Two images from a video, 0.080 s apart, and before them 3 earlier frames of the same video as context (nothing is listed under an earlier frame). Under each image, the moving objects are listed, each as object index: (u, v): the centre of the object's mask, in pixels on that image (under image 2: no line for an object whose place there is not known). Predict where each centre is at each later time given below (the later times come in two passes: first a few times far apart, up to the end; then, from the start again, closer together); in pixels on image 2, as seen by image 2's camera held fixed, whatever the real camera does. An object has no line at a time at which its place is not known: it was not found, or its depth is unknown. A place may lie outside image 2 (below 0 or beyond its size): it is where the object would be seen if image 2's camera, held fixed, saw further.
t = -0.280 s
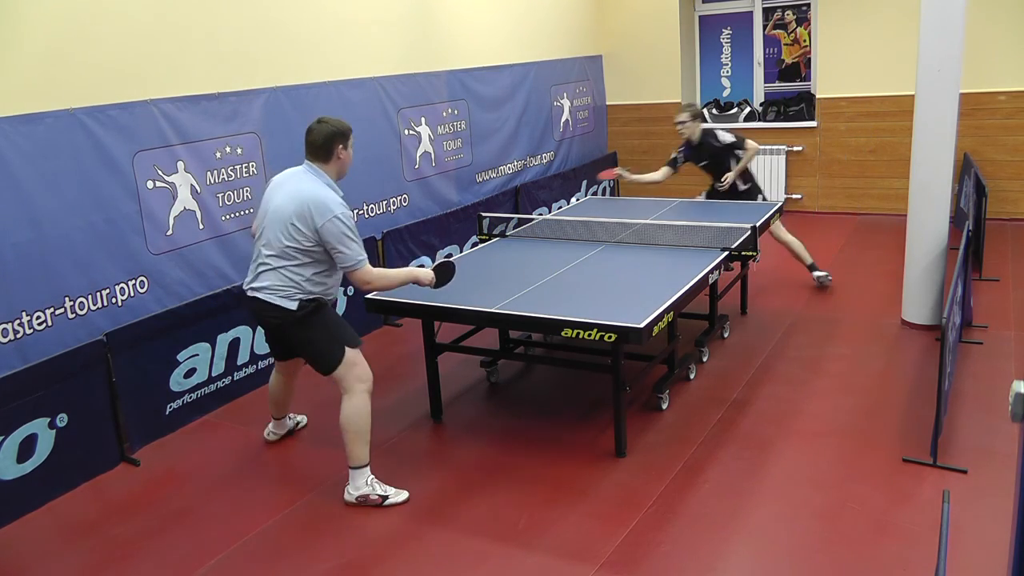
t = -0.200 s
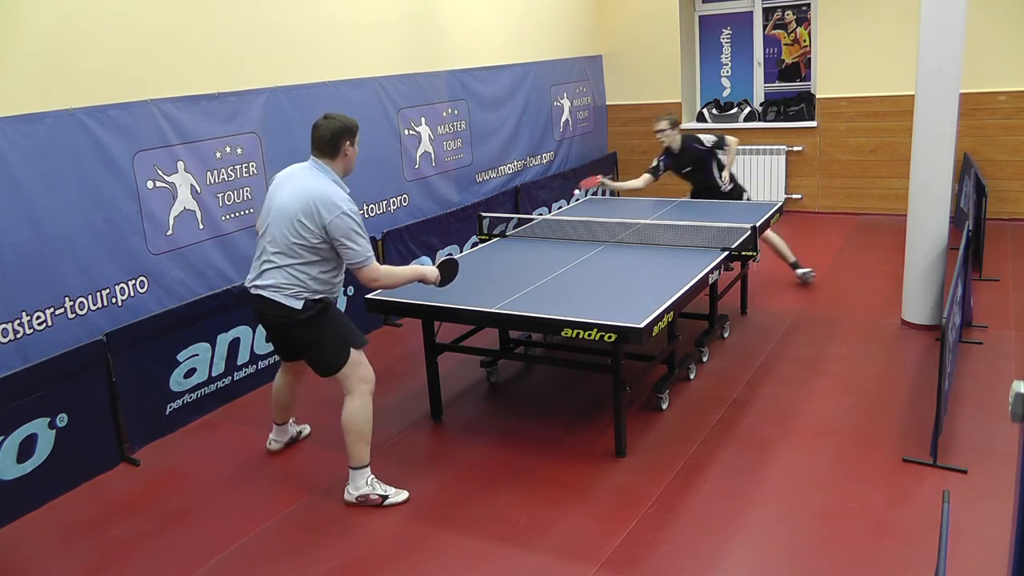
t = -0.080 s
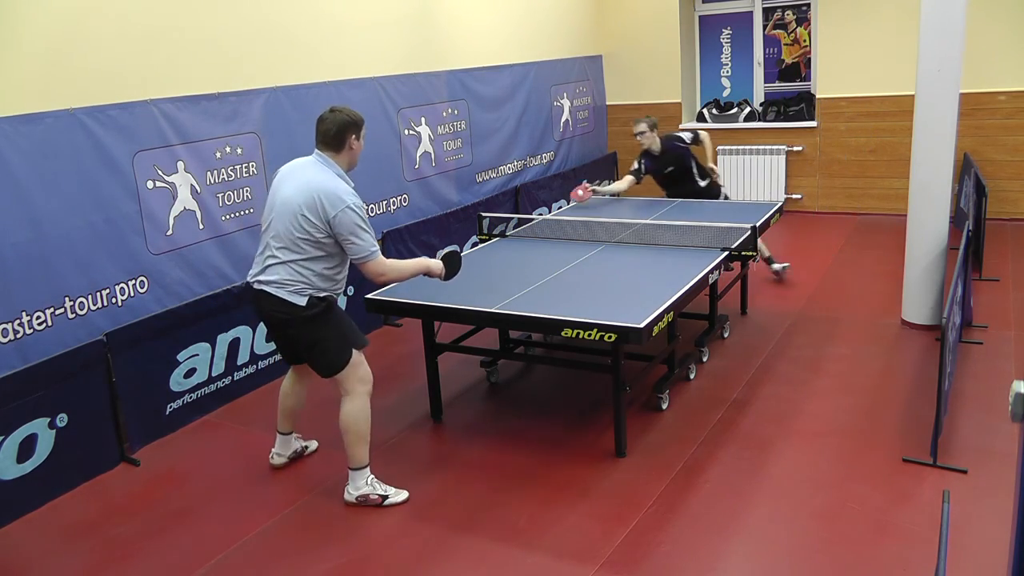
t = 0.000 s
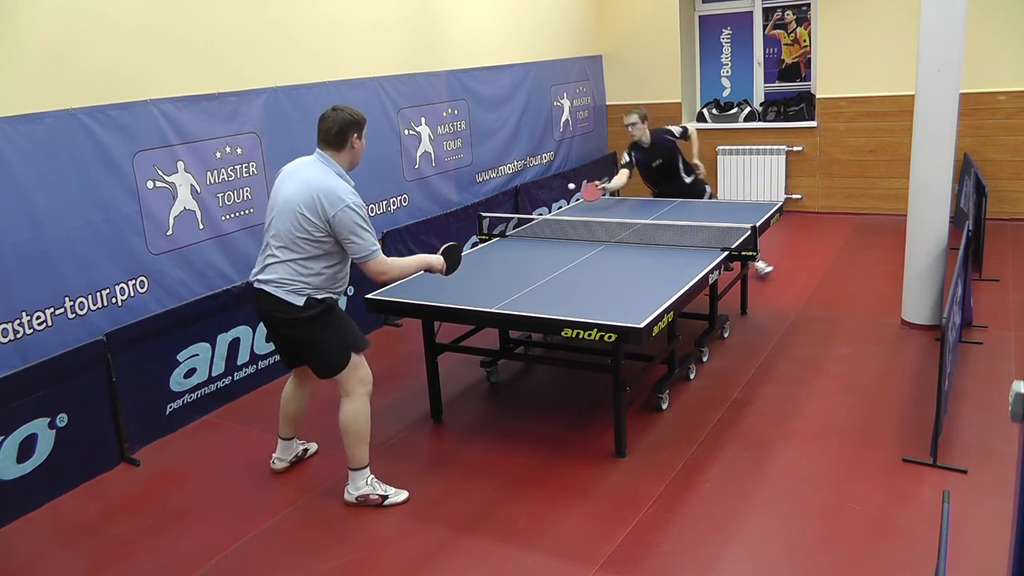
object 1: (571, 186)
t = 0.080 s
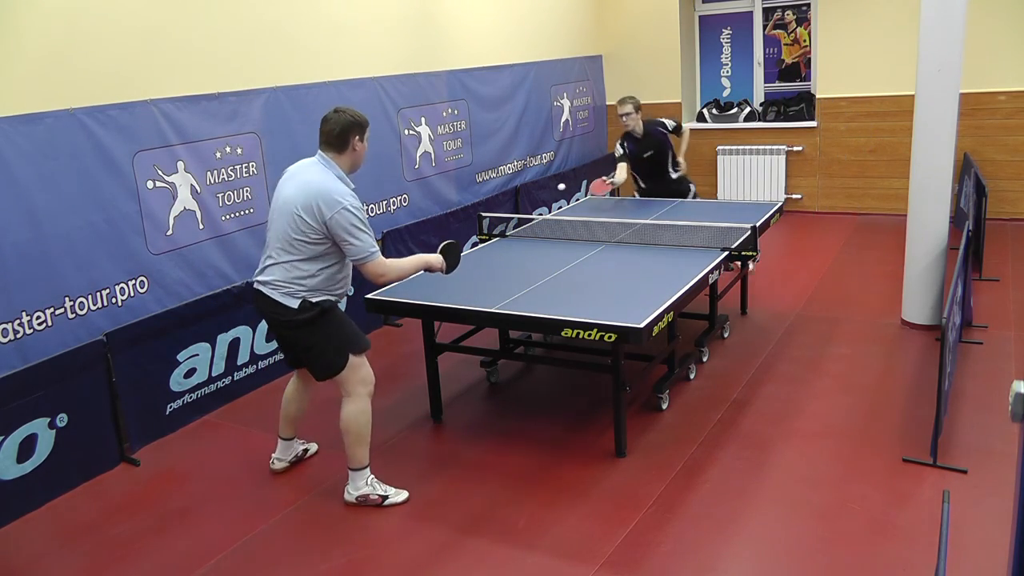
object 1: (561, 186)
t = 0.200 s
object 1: (545, 203)
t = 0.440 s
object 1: (510, 286)
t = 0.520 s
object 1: (492, 277)
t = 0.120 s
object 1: (556, 190)
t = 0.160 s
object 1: (550, 195)
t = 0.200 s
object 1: (545, 203)
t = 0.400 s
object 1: (517, 285)
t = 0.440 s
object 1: (510, 286)
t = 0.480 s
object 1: (501, 280)
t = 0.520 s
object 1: (492, 277)
